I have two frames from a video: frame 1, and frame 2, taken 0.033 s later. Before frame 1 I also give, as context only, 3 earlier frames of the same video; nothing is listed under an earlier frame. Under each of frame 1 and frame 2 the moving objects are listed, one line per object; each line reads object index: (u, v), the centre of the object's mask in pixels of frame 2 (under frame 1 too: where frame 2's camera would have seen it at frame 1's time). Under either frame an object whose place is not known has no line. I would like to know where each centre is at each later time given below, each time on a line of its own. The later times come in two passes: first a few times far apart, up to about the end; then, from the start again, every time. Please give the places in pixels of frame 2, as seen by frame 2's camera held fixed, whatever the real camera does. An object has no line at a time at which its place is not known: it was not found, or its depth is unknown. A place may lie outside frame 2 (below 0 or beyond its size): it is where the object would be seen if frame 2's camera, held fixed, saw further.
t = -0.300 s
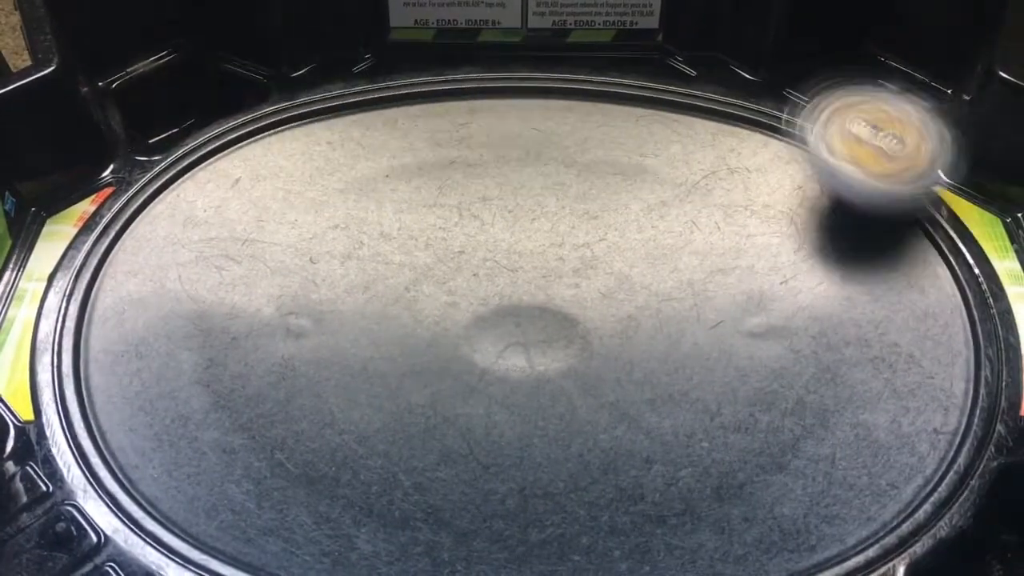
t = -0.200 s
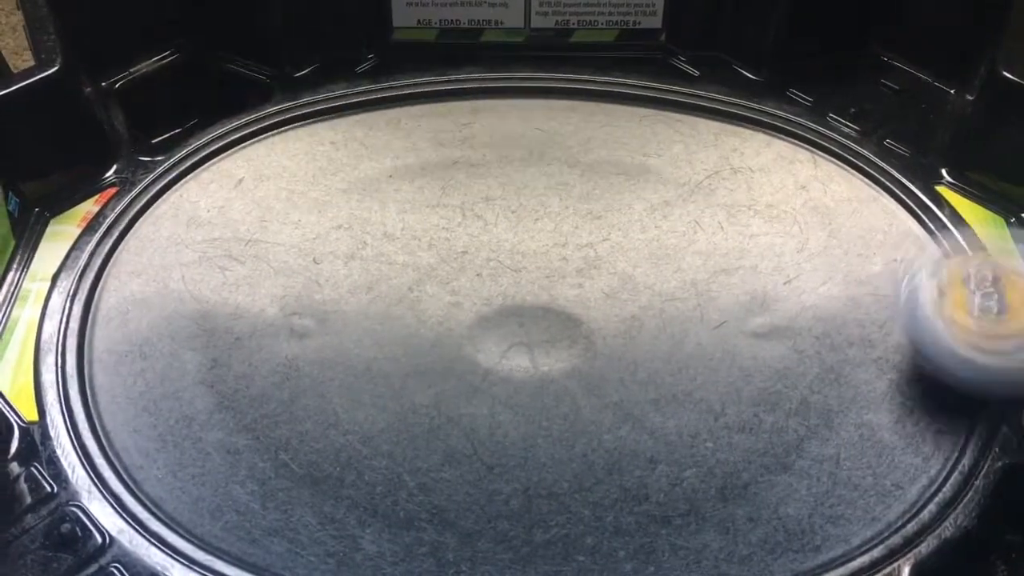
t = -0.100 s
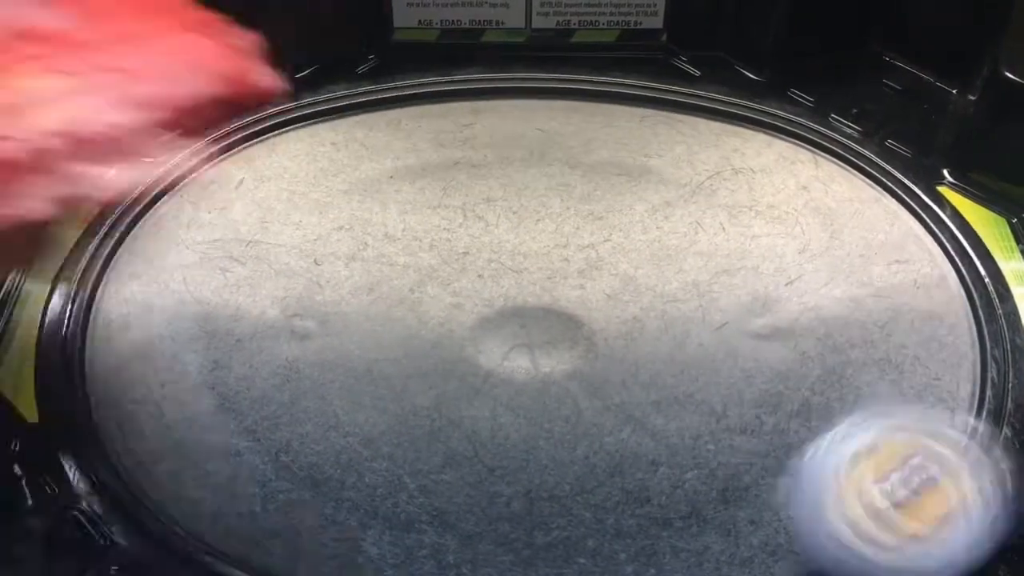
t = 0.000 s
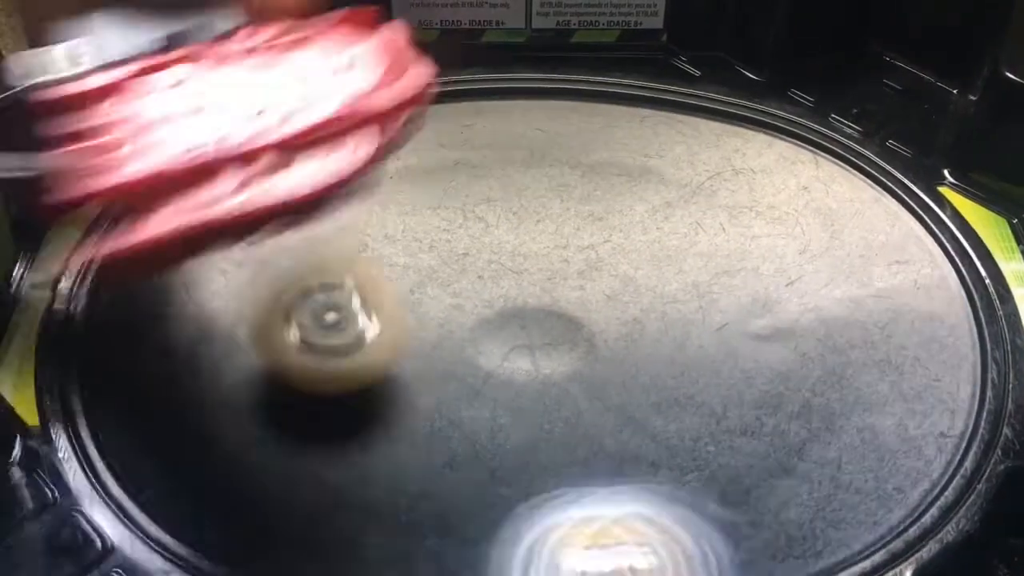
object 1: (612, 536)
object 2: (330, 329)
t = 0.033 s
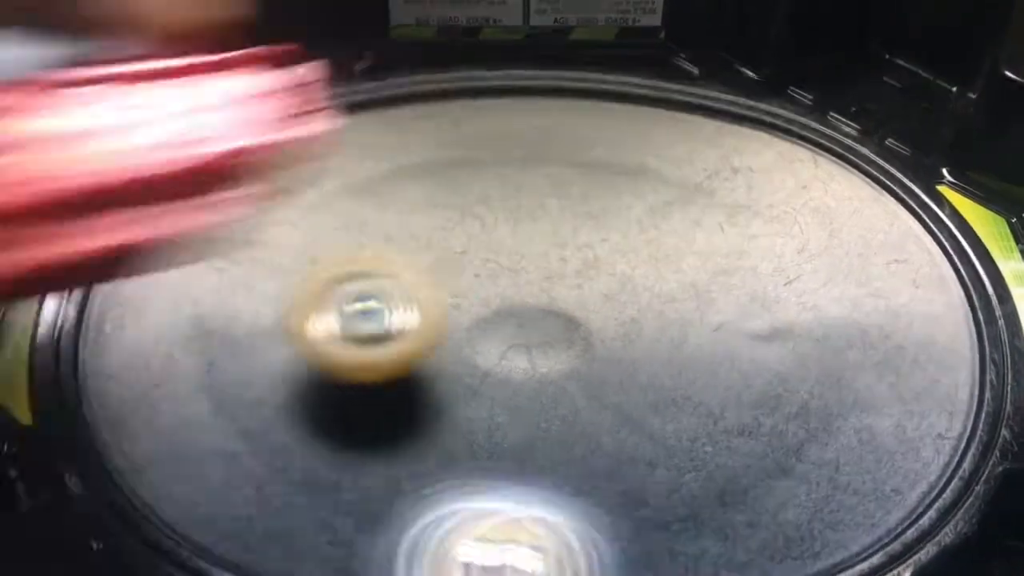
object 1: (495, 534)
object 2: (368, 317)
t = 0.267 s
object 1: (79, 298)
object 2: (624, 345)
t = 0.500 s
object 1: (428, 68)
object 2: (607, 438)
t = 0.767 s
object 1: (890, 296)
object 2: (277, 380)
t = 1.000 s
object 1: (671, 522)
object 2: (413, 175)
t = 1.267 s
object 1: (99, 402)
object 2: (826, 260)
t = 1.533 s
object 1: (308, 93)
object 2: (754, 508)
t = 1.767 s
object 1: (725, 126)
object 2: (333, 385)
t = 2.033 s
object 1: (932, 437)
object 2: (425, 116)
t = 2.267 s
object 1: (449, 513)
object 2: (738, 110)
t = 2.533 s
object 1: (264, 198)
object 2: (846, 366)
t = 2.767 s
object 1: (523, 54)
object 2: (443, 448)
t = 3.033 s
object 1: (902, 201)
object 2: (254, 204)
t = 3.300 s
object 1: (706, 516)
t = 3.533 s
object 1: (216, 445)
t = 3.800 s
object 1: (186, 132)
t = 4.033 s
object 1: (532, 89)
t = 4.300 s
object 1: (812, 363)
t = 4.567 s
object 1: (483, 543)
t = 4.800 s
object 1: (159, 375)
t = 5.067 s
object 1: (401, 142)
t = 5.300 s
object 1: (731, 170)
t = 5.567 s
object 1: (934, 423)
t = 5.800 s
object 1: (558, 527)
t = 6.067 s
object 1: (273, 274)
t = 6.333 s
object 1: (450, 70)
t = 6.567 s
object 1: (728, 130)
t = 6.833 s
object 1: (747, 429)
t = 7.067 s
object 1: (387, 511)
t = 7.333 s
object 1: (144, 298)
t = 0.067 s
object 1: (400, 526)
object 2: (413, 315)
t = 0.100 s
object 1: (307, 516)
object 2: (460, 327)
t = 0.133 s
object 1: (219, 500)
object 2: (497, 323)
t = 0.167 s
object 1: (140, 475)
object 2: (537, 329)
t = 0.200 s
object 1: (97, 425)
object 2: (571, 335)
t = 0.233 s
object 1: (78, 361)
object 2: (600, 339)
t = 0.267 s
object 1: (79, 298)
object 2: (624, 345)
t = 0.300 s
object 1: (95, 235)
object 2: (641, 354)
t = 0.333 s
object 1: (128, 187)
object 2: (652, 364)
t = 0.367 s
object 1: (173, 143)
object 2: (657, 377)
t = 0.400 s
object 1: (229, 108)
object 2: (657, 389)
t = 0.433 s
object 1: (291, 84)
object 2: (647, 406)
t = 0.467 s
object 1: (358, 73)
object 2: (631, 422)
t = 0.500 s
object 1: (428, 68)
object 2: (607, 438)
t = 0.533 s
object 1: (495, 73)
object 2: (576, 451)
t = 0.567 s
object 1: (562, 83)
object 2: (538, 462)
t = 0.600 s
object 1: (625, 101)
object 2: (492, 467)
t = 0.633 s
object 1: (688, 131)
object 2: (442, 467)
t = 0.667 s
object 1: (746, 163)
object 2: (392, 456)
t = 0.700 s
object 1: (800, 203)
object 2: (344, 438)
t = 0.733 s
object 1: (848, 247)
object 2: (305, 411)
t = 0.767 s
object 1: (890, 296)
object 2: (277, 380)
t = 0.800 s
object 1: (919, 353)
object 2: (264, 344)
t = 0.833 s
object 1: (933, 409)
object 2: (266, 309)
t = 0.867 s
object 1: (934, 467)
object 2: (280, 275)
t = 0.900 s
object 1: (894, 493)
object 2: (303, 239)
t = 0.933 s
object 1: (820, 507)
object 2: (337, 212)
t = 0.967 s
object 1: (742, 515)
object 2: (373, 189)
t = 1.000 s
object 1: (671, 522)
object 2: (413, 175)
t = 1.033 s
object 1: (586, 525)
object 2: (462, 165)
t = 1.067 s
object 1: (507, 527)
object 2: (512, 161)
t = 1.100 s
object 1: (421, 527)
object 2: (562, 164)
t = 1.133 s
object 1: (335, 521)
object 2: (617, 171)
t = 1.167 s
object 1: (265, 510)
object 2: (671, 185)
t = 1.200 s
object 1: (192, 492)
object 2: (725, 205)
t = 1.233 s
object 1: (137, 453)
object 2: (779, 229)
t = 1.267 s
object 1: (99, 402)
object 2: (826, 260)
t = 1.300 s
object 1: (88, 347)
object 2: (867, 295)
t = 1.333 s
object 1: (88, 292)
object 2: (899, 336)
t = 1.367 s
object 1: (102, 245)
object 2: (918, 378)
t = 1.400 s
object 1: (128, 201)
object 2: (924, 422)
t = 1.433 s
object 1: (163, 164)
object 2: (913, 461)
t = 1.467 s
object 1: (207, 134)
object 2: (875, 488)
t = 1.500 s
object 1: (254, 111)
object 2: (819, 501)
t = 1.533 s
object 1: (308, 93)
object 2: (754, 508)
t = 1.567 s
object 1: (363, 82)
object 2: (685, 511)
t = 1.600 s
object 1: (420, 78)
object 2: (614, 510)
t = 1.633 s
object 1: (477, 78)
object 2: (543, 503)
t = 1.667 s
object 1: (537, 84)
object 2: (474, 489)
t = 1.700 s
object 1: (599, 94)
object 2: (418, 461)
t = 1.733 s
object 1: (661, 108)
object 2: (368, 424)
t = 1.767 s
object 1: (725, 126)
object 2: (333, 385)
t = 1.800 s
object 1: (791, 151)
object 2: (309, 344)
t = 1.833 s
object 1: (855, 179)
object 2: (300, 305)
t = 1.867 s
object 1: (904, 211)
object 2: (302, 265)
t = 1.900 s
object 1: (951, 246)
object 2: (313, 224)
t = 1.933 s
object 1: (973, 291)
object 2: (331, 190)
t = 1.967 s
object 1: (965, 343)
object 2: (356, 160)
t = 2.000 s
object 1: (950, 388)
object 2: (387, 138)
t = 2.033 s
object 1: (932, 437)
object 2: (425, 116)
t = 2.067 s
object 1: (902, 484)
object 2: (465, 101)
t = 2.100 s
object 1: (842, 504)
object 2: (508, 92)
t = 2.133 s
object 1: (766, 515)
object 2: (553, 87)
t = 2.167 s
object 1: (687, 523)
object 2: (600, 86)
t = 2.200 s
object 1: (605, 525)
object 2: (646, 89)
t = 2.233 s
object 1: (525, 522)
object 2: (692, 96)
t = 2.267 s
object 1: (449, 513)
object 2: (738, 110)
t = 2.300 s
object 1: (382, 498)
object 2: (780, 128)
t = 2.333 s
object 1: (325, 466)
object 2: (815, 152)
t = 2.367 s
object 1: (283, 421)
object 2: (846, 180)
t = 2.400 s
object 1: (254, 381)
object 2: (868, 213)
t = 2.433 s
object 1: (240, 331)
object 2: (878, 252)
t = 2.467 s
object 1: (239, 284)
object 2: (880, 288)
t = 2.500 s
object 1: (246, 240)
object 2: (871, 326)
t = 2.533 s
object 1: (264, 198)
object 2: (846, 366)
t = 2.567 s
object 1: (291, 162)
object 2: (810, 398)
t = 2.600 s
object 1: (319, 130)
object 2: (763, 427)
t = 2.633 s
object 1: (354, 104)
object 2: (705, 450)
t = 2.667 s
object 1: (391, 84)
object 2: (642, 462)
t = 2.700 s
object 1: (432, 69)
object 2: (575, 466)
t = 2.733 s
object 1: (477, 58)
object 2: (507, 461)
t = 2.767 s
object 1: (523, 54)
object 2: (443, 448)
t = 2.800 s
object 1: (572, 57)
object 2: (385, 427)
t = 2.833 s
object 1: (623, 66)
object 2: (337, 402)
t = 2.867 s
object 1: (674, 77)
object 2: (296, 371)
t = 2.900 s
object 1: (726, 91)
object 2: (267, 339)
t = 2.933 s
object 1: (777, 110)
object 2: (249, 306)
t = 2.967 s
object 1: (827, 134)
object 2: (240, 269)
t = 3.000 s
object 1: (869, 165)
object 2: (242, 236)
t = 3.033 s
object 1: (902, 201)
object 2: (254, 204)
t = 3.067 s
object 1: (921, 251)
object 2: (275, 175)
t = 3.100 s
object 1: (932, 296)
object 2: (297, 153)
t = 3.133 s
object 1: (930, 343)
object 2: (324, 137)
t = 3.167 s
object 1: (914, 390)
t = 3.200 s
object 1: (882, 432)
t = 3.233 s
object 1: (834, 473)
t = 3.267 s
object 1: (773, 501)
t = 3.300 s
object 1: (706, 516)
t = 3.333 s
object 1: (636, 527)
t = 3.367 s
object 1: (562, 533)
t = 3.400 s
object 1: (489, 534)
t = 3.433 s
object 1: (411, 527)
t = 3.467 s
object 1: (342, 510)
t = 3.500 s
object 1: (276, 479)
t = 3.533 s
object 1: (216, 445)
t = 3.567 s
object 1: (173, 406)
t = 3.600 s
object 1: (140, 361)
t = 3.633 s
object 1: (117, 318)
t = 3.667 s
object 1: (108, 272)
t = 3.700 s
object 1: (106, 225)
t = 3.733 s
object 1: (117, 186)
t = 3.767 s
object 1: (145, 155)
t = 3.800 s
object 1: (186, 132)
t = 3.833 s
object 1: (229, 109)
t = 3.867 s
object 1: (277, 91)
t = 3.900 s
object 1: (327, 78)
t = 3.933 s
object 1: (380, 73)
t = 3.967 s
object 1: (432, 73)
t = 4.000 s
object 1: (482, 78)
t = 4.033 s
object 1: (532, 89)
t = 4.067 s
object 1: (583, 109)
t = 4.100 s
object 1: (629, 135)
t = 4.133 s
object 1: (676, 163)
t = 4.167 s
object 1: (717, 198)
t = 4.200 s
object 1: (751, 234)
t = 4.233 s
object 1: (781, 276)
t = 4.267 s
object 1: (799, 322)
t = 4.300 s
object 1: (812, 363)
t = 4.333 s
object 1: (806, 408)
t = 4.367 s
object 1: (794, 451)
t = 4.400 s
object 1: (765, 494)
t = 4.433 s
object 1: (725, 523)
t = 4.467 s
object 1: (675, 539)
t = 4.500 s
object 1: (618, 547)
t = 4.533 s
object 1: (552, 547)
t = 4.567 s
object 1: (483, 543)
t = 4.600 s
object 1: (423, 537)
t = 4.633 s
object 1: (357, 527)
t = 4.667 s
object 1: (301, 514)
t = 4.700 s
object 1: (246, 488)
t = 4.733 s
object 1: (204, 457)
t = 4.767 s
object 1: (176, 420)
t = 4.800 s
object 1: (159, 375)
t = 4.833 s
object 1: (161, 331)
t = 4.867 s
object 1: (175, 292)
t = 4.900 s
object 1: (203, 256)
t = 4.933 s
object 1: (234, 223)
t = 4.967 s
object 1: (269, 195)
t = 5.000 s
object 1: (313, 172)
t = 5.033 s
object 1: (357, 156)
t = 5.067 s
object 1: (401, 142)
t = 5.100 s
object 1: (447, 136)
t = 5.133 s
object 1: (495, 131)
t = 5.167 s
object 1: (543, 131)
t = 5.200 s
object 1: (590, 135)
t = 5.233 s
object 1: (638, 142)
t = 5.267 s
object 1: (688, 154)
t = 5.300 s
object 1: (731, 170)
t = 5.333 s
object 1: (775, 186)
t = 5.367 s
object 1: (816, 206)
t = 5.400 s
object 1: (850, 234)
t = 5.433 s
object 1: (886, 266)
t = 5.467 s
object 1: (913, 301)
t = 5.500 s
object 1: (933, 343)
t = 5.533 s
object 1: (940, 382)
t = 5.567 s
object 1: (934, 423)
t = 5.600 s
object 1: (913, 464)
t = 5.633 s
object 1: (878, 497)
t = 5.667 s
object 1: (823, 518)
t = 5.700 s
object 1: (755, 529)
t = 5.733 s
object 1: (692, 533)
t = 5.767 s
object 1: (620, 532)
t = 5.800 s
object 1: (558, 527)
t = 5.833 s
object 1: (492, 514)
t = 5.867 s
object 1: (433, 492)
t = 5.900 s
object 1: (382, 463)
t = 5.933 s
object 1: (341, 430)
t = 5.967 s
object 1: (308, 392)
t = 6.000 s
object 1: (288, 353)
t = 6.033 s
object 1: (274, 316)
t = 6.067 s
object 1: (273, 274)
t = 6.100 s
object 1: (276, 238)
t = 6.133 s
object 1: (290, 205)
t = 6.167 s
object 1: (305, 175)
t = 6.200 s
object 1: (326, 146)
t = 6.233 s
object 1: (354, 120)
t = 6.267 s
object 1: (383, 99)
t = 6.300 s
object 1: (416, 81)
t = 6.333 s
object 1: (450, 70)
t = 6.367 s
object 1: (490, 64)
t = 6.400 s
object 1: (529, 62)
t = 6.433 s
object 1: (571, 65)
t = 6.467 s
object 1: (612, 72)
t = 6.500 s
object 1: (653, 86)
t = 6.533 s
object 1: (691, 104)
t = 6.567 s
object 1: (728, 130)
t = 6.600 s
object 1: (756, 163)
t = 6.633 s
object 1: (779, 197)
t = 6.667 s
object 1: (797, 234)
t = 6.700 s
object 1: (806, 277)
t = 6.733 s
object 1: (808, 315)
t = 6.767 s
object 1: (796, 356)
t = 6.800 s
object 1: (775, 395)
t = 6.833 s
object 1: (747, 429)
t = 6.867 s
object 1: (708, 460)
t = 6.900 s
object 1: (662, 484)
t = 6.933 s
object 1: (614, 503)
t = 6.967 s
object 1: (558, 512)
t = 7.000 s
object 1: (502, 517)
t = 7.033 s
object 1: (448, 517)
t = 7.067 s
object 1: (387, 511)
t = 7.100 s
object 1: (333, 501)
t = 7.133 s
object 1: (284, 484)
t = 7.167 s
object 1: (239, 464)
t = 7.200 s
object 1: (199, 439)
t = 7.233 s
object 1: (169, 408)
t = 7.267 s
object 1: (147, 372)
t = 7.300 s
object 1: (139, 336)
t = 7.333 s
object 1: (144, 298)
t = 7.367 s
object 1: (158, 266)
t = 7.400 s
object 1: (178, 235)
